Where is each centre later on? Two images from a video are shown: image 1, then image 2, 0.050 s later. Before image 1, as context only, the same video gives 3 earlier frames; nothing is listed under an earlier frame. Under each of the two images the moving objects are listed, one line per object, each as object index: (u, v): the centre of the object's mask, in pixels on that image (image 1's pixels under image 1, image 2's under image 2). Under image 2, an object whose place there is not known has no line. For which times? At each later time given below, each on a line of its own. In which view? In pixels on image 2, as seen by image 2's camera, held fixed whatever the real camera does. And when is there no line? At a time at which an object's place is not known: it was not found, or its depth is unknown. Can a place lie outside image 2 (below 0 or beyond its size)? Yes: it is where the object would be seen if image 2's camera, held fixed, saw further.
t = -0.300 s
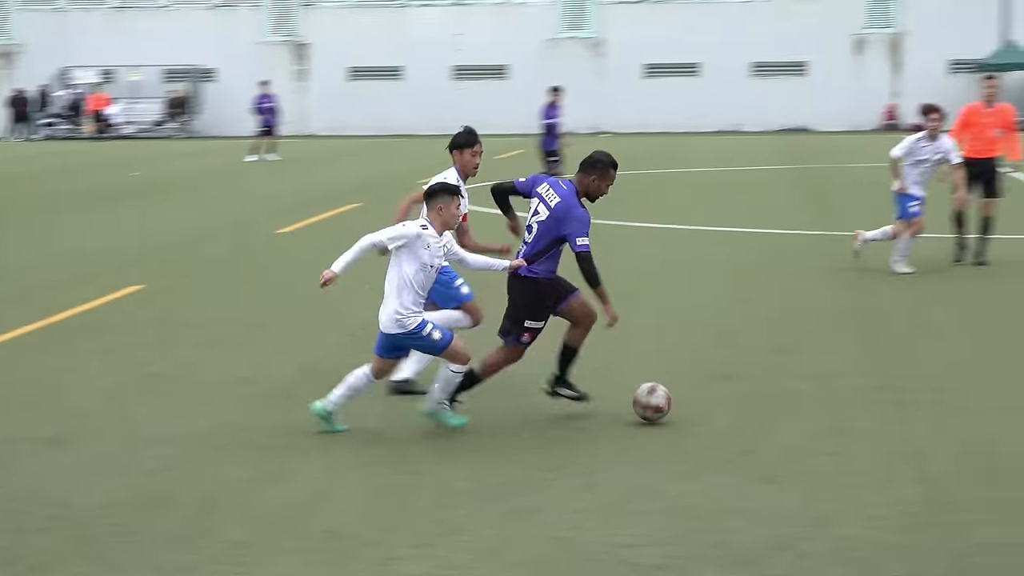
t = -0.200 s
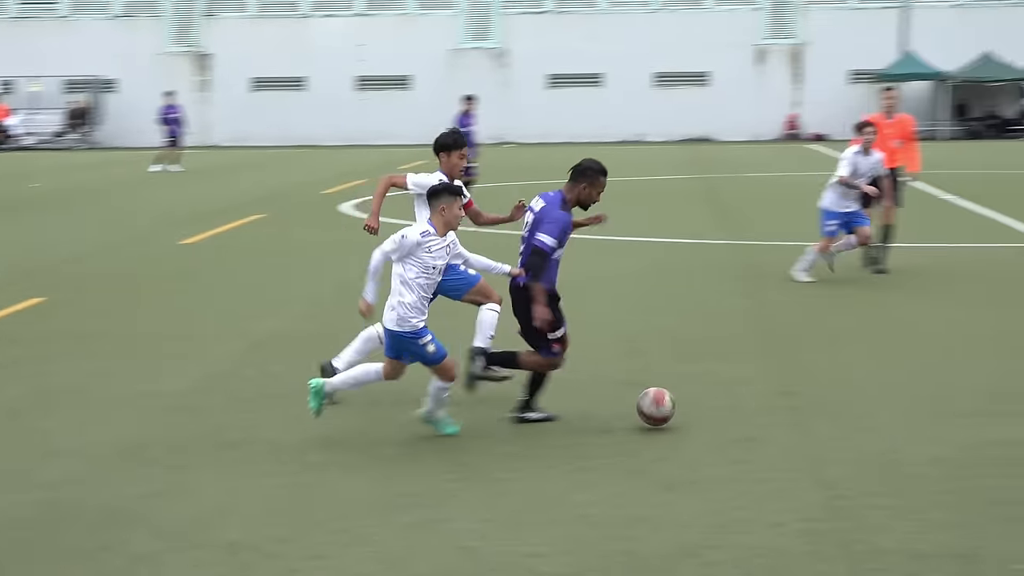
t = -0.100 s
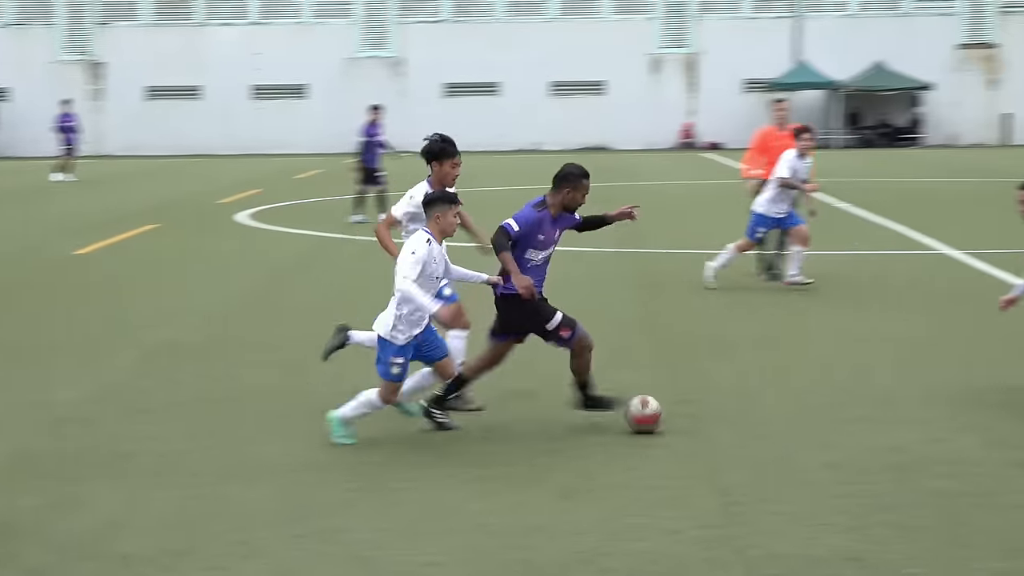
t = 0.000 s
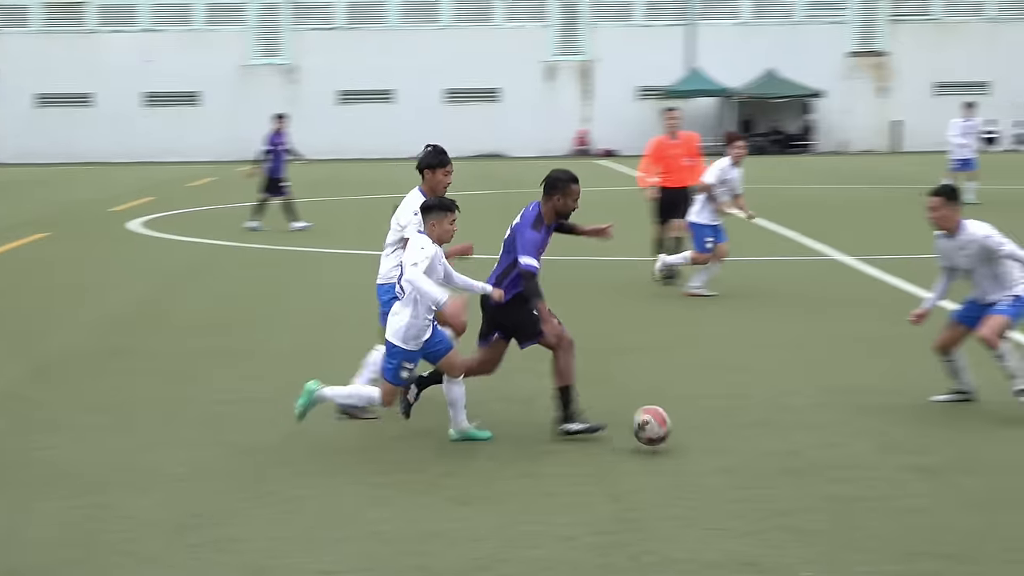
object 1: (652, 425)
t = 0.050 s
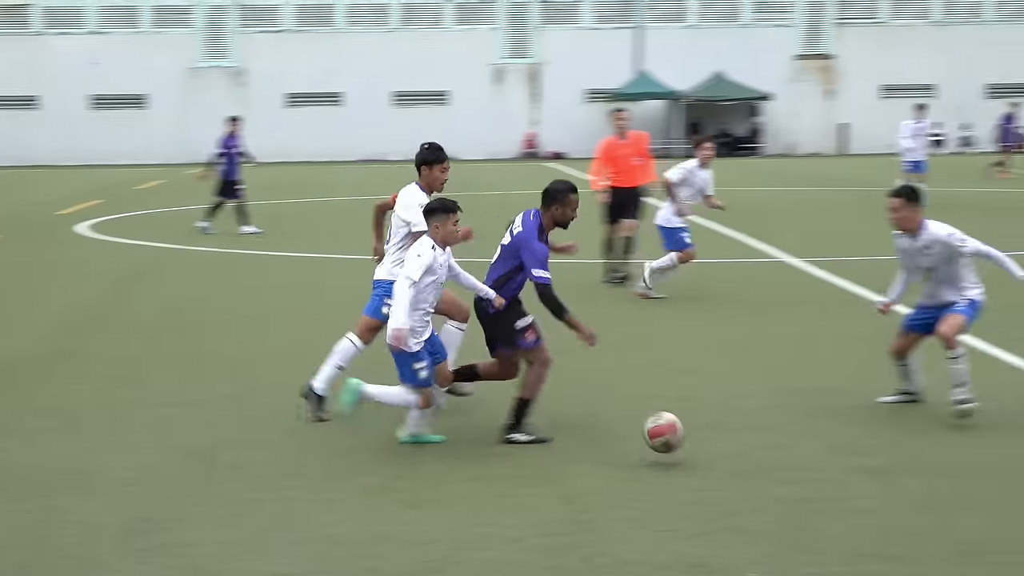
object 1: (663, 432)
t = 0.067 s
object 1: (685, 435)
